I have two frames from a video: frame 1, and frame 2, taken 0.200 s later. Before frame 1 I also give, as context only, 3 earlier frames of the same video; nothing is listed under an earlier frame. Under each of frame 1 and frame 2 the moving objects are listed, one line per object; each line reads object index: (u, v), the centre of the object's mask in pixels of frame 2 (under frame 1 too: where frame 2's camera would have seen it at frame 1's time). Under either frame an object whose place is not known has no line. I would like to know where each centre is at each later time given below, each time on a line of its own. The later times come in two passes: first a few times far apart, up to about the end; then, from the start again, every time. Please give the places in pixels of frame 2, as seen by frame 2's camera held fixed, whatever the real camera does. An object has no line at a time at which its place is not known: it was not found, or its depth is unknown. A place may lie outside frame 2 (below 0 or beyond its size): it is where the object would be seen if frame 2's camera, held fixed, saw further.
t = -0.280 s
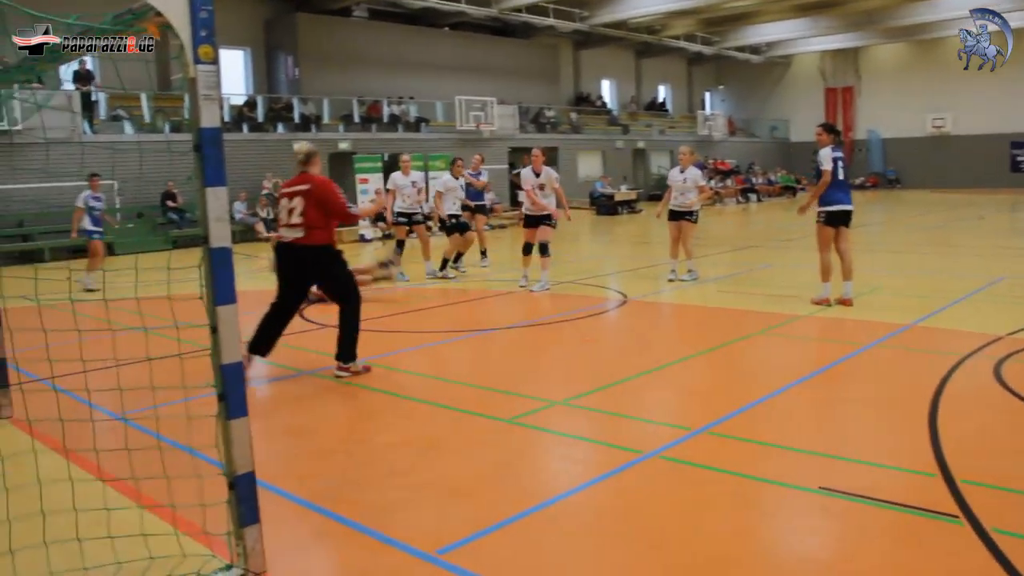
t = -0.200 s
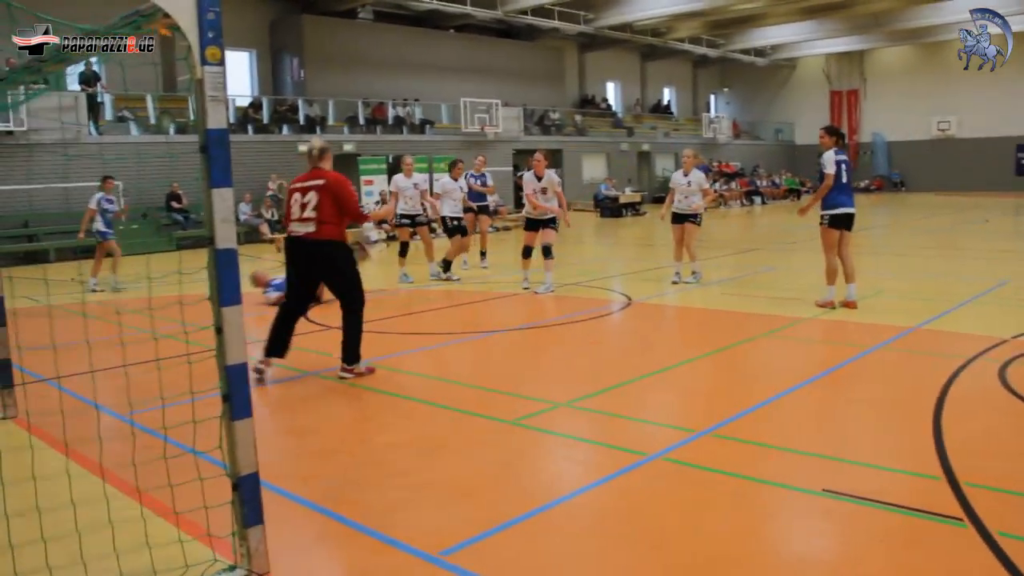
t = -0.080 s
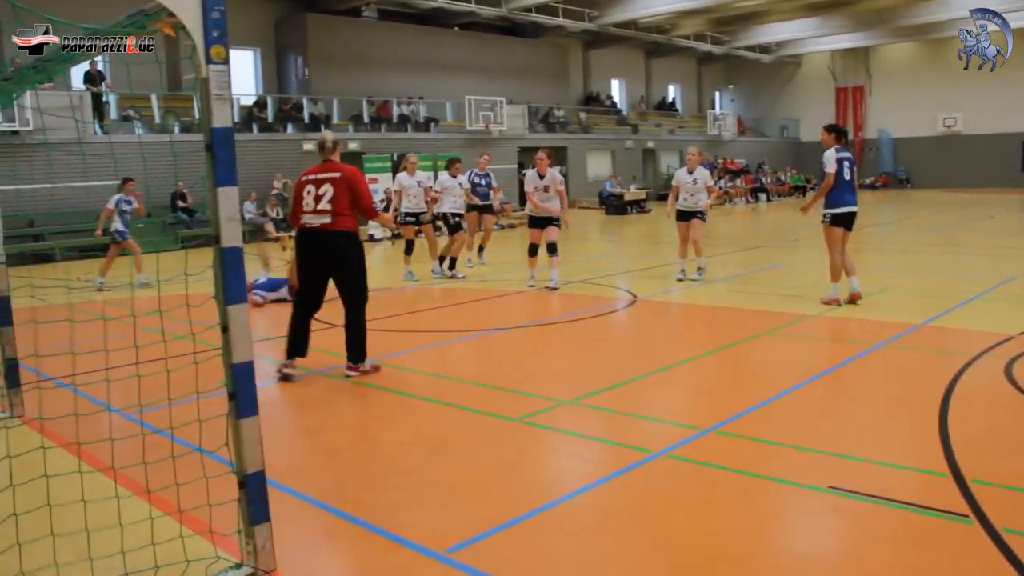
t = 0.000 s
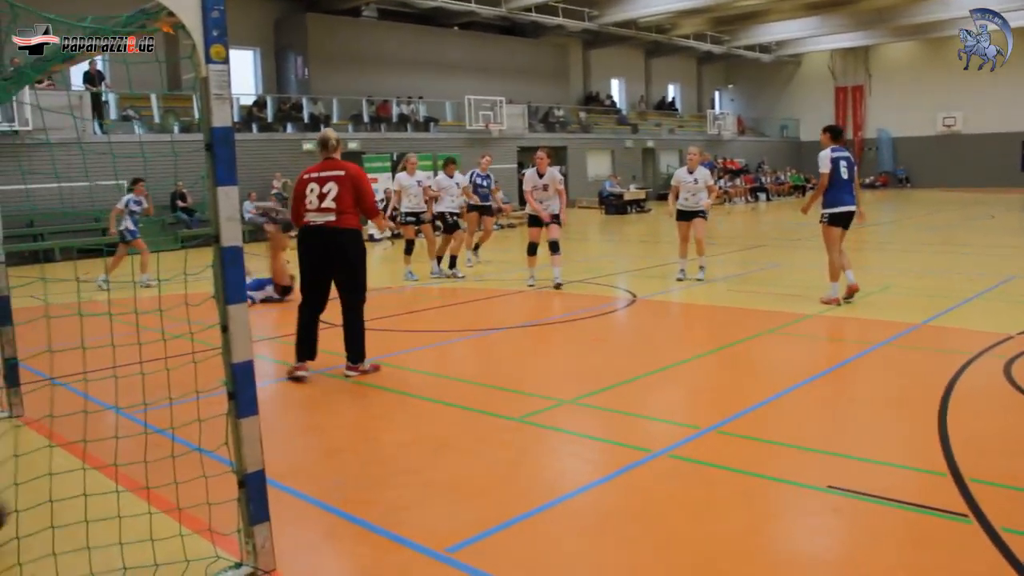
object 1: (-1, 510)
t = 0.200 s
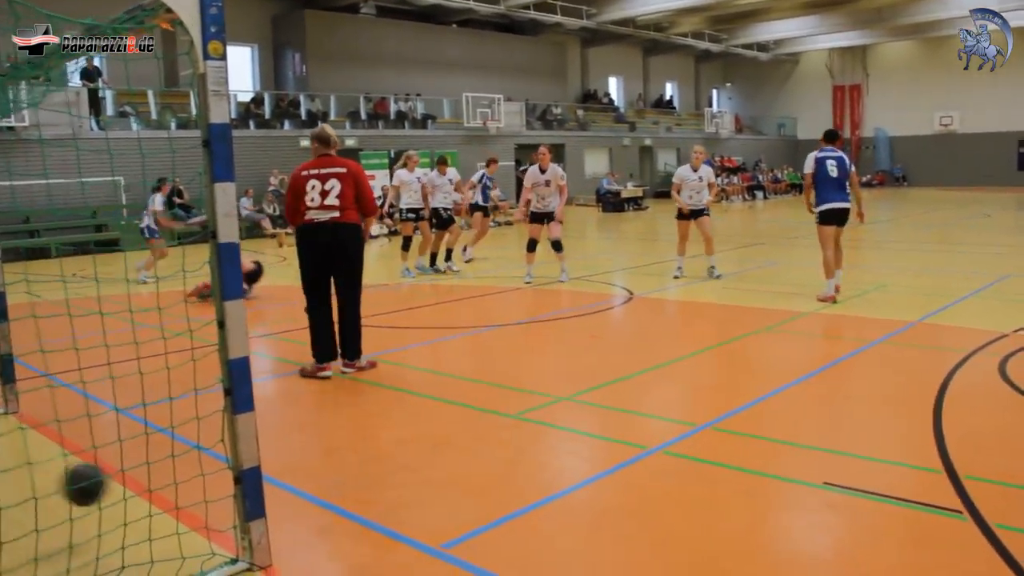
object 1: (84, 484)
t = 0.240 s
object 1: (109, 490)
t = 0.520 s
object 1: (223, 496)
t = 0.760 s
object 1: (227, 497)
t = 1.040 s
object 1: (228, 483)
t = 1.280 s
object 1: (232, 477)
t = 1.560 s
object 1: (232, 474)
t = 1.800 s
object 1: (232, 472)
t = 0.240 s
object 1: (109, 490)
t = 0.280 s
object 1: (133, 498)
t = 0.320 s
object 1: (159, 512)
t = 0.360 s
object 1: (185, 530)
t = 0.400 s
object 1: (208, 532)
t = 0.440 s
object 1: (224, 523)
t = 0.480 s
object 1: (224, 509)
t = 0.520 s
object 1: (223, 496)
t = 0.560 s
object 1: (222, 488)
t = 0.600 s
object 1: (223, 483)
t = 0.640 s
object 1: (224, 483)
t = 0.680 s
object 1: (224, 486)
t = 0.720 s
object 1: (225, 492)
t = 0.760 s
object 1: (227, 497)
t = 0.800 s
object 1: (225, 487)
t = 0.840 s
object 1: (226, 482)
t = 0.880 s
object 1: (226, 481)
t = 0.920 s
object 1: (226, 483)
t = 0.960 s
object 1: (227, 488)
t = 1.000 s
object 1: (228, 484)
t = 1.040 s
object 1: (228, 483)
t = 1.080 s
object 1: (230, 482)
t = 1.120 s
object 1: (230, 481)
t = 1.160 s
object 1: (230, 481)
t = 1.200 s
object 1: (231, 480)
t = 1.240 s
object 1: (231, 478)
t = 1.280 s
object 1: (232, 477)
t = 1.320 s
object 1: (231, 476)
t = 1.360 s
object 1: (232, 476)
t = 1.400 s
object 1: (232, 475)
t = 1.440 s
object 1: (232, 475)
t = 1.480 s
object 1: (232, 475)
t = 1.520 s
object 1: (232, 474)
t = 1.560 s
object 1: (232, 474)
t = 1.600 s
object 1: (233, 473)
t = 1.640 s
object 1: (233, 473)
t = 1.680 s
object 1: (233, 472)
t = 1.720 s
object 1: (233, 472)
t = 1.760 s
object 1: (233, 472)
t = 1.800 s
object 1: (232, 472)
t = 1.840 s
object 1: (232, 471)
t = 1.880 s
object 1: (232, 472)
